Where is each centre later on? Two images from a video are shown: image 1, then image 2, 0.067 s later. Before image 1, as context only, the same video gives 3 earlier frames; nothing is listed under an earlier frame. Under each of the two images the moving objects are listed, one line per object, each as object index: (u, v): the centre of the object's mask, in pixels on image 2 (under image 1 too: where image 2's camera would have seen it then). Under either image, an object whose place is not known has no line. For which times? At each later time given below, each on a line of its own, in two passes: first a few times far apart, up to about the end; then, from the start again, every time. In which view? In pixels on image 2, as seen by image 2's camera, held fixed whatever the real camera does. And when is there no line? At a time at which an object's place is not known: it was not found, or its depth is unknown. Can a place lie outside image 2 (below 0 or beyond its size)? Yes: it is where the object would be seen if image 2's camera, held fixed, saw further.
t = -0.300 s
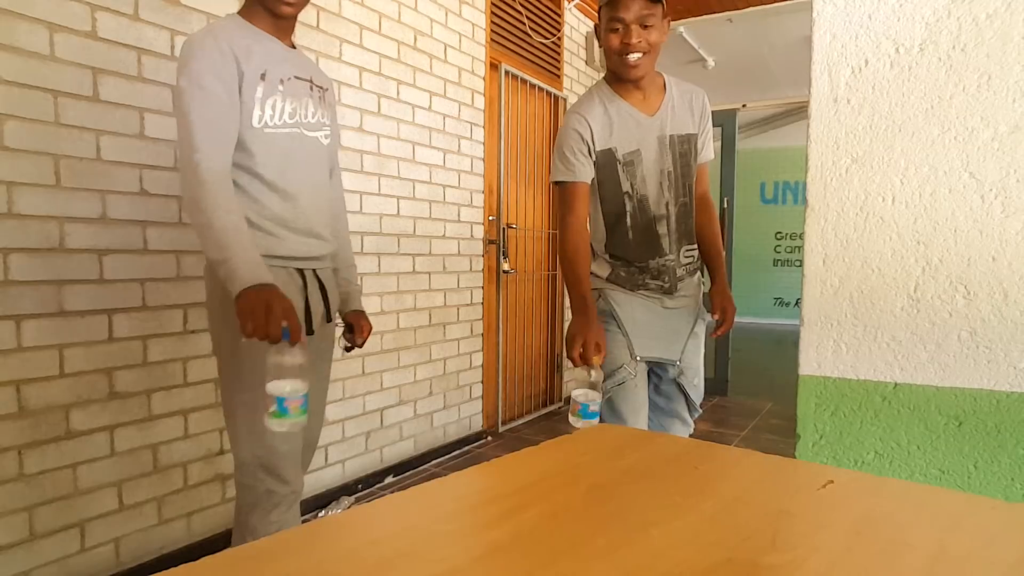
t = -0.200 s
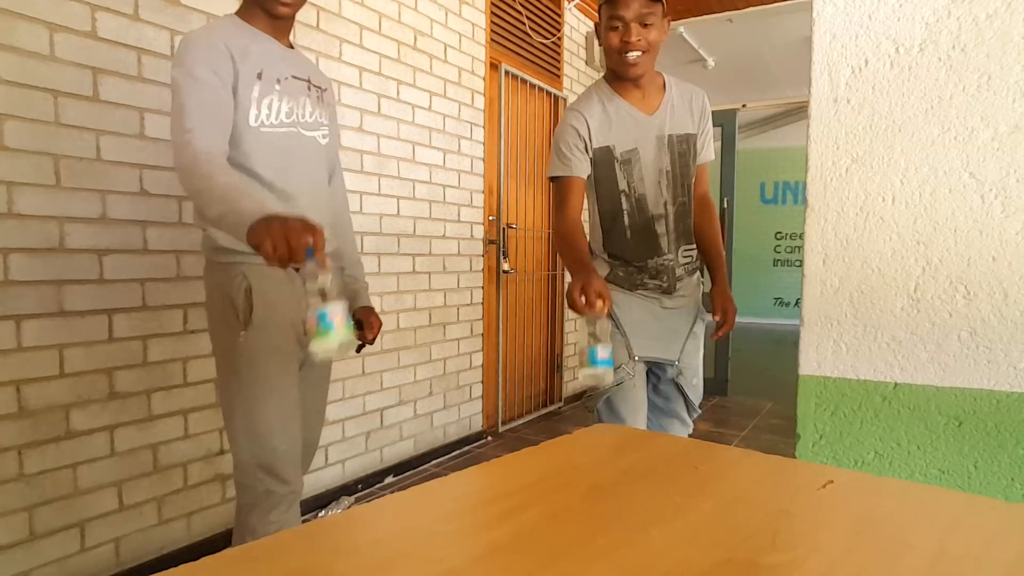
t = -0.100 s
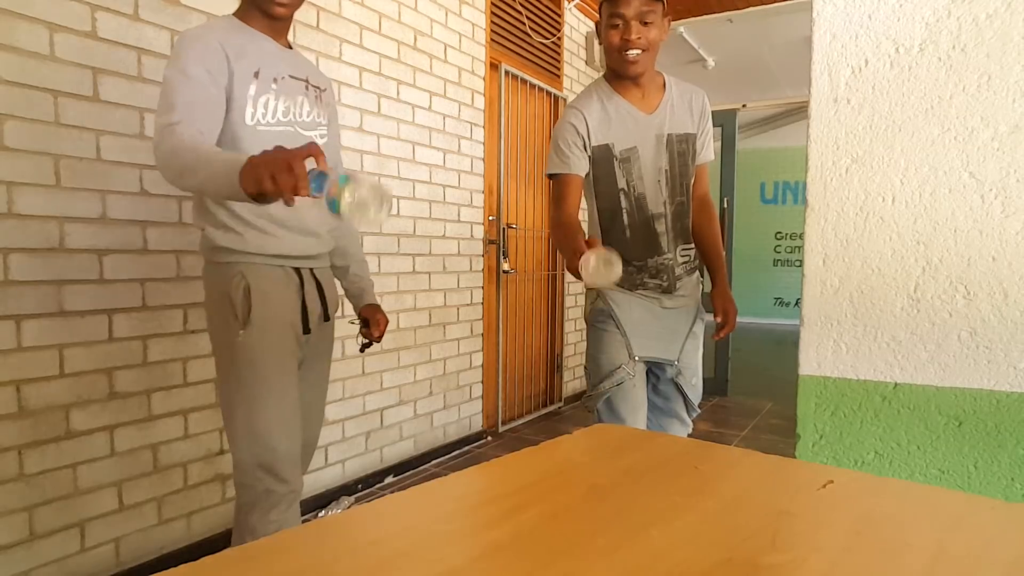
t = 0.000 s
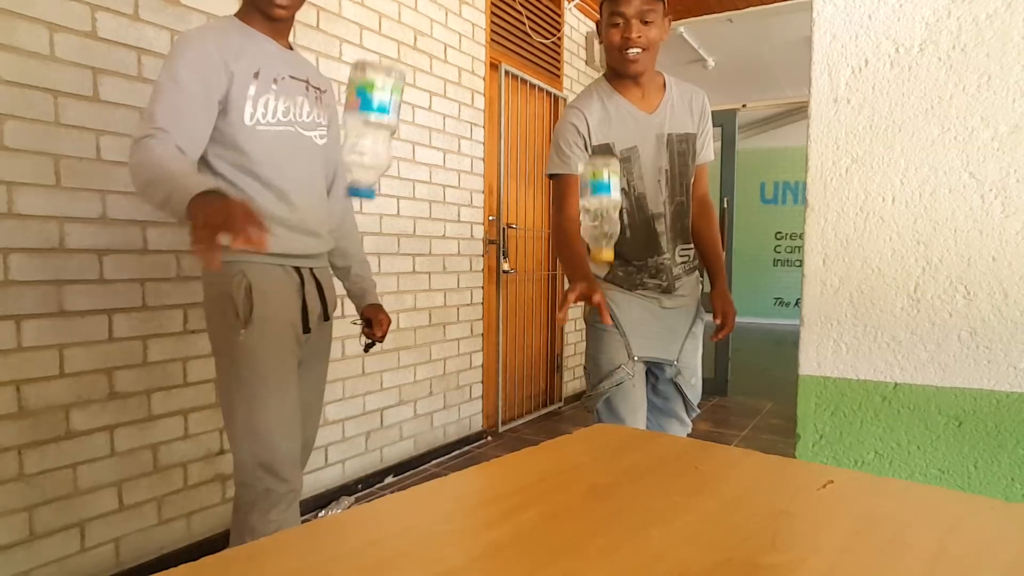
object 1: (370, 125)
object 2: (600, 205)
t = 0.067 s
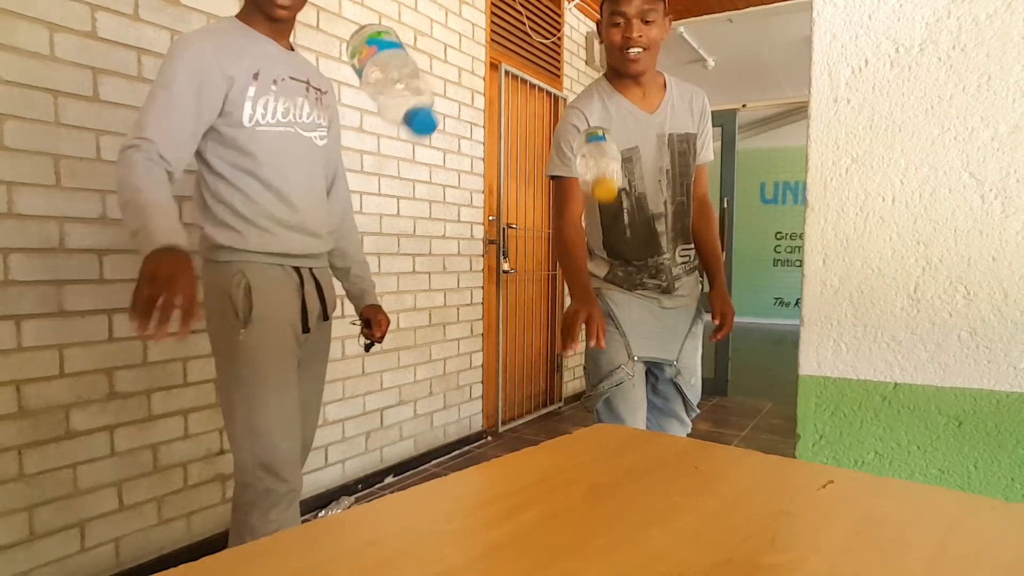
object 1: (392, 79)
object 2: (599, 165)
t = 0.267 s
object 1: (442, 178)
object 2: (594, 224)
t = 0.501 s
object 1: (481, 427)
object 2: (584, 390)
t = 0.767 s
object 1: (490, 441)
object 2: (577, 397)
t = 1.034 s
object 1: (490, 441)
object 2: (577, 397)
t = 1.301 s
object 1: (490, 441)
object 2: (577, 397)
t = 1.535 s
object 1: (490, 441)
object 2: (577, 397)
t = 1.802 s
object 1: (490, 441)
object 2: (577, 397)
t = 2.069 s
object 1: (490, 441)
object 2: (577, 397)
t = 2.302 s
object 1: (490, 441)
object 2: (577, 397)
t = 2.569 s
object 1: (490, 441)
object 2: (577, 397)
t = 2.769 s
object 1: (490, 441)
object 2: (577, 397)
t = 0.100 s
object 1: (400, 68)
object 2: (598, 153)
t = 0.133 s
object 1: (407, 67)
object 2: (597, 149)
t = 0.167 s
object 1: (415, 76)
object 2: (597, 155)
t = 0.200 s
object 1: (426, 95)
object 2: (597, 167)
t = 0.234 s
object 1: (434, 131)
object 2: (595, 190)
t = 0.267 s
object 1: (442, 178)
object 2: (594, 224)
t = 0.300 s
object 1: (448, 245)
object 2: (592, 266)
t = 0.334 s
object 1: (457, 327)
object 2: (589, 325)
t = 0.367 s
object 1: (465, 413)
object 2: (587, 380)
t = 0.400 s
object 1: (466, 417)
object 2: (588, 385)
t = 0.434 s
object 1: (471, 419)
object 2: (588, 387)
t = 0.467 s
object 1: (475, 424)
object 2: (586, 388)
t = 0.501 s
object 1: (481, 427)
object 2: (584, 390)
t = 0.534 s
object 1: (483, 431)
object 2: (582, 392)
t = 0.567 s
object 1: (483, 433)
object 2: (580, 393)
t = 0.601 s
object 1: (486, 437)
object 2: (578, 394)
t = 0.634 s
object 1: (489, 438)
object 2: (579, 395)
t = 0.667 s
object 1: (490, 439)
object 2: (578, 396)
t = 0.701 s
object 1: (490, 441)
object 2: (578, 397)
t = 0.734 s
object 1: (490, 441)
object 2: (577, 397)
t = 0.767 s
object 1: (490, 441)
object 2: (577, 397)
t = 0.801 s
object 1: (490, 441)
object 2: (577, 397)
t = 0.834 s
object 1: (490, 441)
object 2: (577, 397)
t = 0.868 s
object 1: (490, 441)
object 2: (577, 397)
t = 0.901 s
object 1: (490, 441)
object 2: (577, 397)
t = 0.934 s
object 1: (490, 441)
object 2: (577, 397)
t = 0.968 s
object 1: (490, 441)
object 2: (577, 397)
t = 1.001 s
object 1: (490, 441)
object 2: (577, 397)
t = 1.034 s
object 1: (490, 441)
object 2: (577, 397)
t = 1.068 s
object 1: (490, 441)
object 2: (577, 397)
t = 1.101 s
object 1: (490, 441)
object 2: (577, 397)
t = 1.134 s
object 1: (490, 441)
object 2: (577, 397)
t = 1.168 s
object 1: (490, 441)
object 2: (577, 397)
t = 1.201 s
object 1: (490, 441)
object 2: (577, 397)
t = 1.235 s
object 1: (490, 441)
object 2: (577, 397)
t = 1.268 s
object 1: (490, 441)
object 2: (577, 397)
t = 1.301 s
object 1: (490, 441)
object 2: (577, 397)
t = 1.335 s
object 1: (490, 441)
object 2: (577, 397)
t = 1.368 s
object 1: (490, 441)
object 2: (577, 397)
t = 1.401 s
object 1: (490, 441)
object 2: (577, 397)
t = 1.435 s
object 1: (490, 441)
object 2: (577, 397)
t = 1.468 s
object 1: (490, 441)
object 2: (577, 397)
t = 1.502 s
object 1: (490, 441)
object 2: (577, 397)
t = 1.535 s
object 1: (490, 441)
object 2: (577, 397)
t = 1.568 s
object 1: (490, 441)
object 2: (577, 397)
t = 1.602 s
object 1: (490, 441)
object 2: (577, 397)
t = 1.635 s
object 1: (490, 441)
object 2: (577, 397)
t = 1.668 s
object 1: (490, 441)
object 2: (577, 397)
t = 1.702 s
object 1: (490, 441)
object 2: (577, 397)
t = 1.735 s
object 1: (490, 441)
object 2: (577, 397)
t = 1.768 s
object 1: (490, 441)
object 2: (577, 397)
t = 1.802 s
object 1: (490, 441)
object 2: (577, 397)
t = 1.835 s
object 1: (490, 441)
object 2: (577, 397)
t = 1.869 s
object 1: (490, 441)
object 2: (577, 397)
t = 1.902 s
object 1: (490, 441)
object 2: (577, 397)
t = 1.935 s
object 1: (490, 441)
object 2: (577, 397)
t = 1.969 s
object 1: (490, 441)
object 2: (577, 397)
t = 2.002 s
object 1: (490, 441)
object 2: (577, 397)
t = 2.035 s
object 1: (490, 441)
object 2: (577, 397)
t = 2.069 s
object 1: (490, 441)
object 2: (577, 397)
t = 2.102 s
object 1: (490, 441)
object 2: (577, 397)
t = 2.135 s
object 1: (490, 441)
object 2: (577, 397)
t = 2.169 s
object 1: (490, 441)
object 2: (577, 397)
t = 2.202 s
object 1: (490, 441)
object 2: (577, 397)
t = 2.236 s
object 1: (490, 441)
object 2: (577, 397)
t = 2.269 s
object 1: (490, 441)
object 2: (577, 397)
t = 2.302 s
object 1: (490, 441)
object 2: (577, 397)
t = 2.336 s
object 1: (490, 441)
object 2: (577, 397)
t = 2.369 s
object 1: (490, 441)
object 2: (577, 397)
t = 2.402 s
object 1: (490, 441)
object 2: (577, 397)
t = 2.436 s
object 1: (490, 441)
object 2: (577, 397)
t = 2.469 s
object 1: (490, 441)
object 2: (577, 397)
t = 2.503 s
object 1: (490, 441)
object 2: (577, 397)
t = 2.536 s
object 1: (490, 441)
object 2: (577, 397)
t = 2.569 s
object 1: (490, 441)
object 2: (577, 397)
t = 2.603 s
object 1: (490, 441)
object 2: (577, 397)
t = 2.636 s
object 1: (490, 441)
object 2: (577, 397)
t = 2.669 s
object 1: (490, 441)
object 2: (577, 397)
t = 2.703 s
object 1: (490, 441)
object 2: (577, 397)
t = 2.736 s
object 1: (490, 441)
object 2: (577, 397)
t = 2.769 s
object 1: (490, 441)
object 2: (577, 397)
